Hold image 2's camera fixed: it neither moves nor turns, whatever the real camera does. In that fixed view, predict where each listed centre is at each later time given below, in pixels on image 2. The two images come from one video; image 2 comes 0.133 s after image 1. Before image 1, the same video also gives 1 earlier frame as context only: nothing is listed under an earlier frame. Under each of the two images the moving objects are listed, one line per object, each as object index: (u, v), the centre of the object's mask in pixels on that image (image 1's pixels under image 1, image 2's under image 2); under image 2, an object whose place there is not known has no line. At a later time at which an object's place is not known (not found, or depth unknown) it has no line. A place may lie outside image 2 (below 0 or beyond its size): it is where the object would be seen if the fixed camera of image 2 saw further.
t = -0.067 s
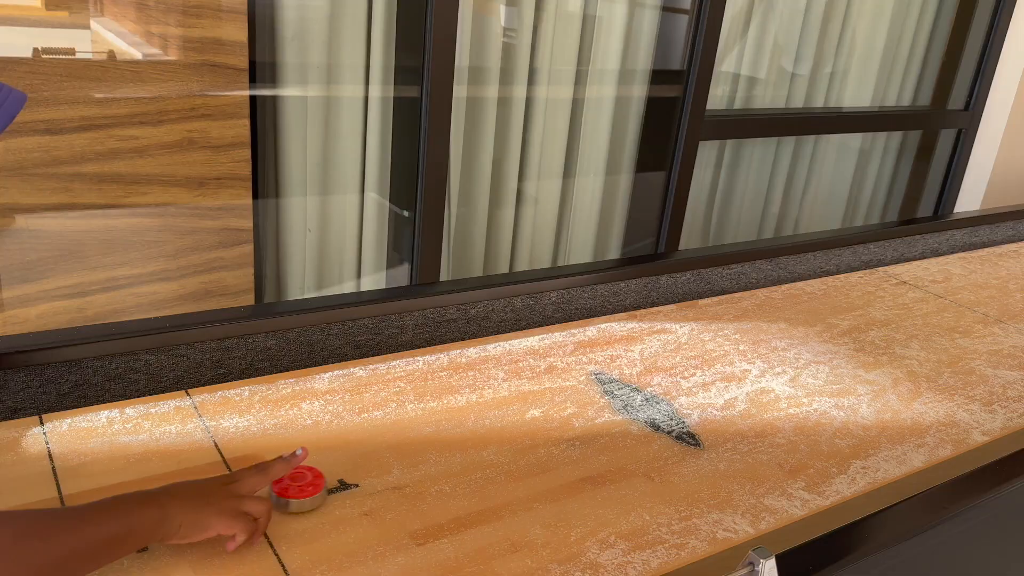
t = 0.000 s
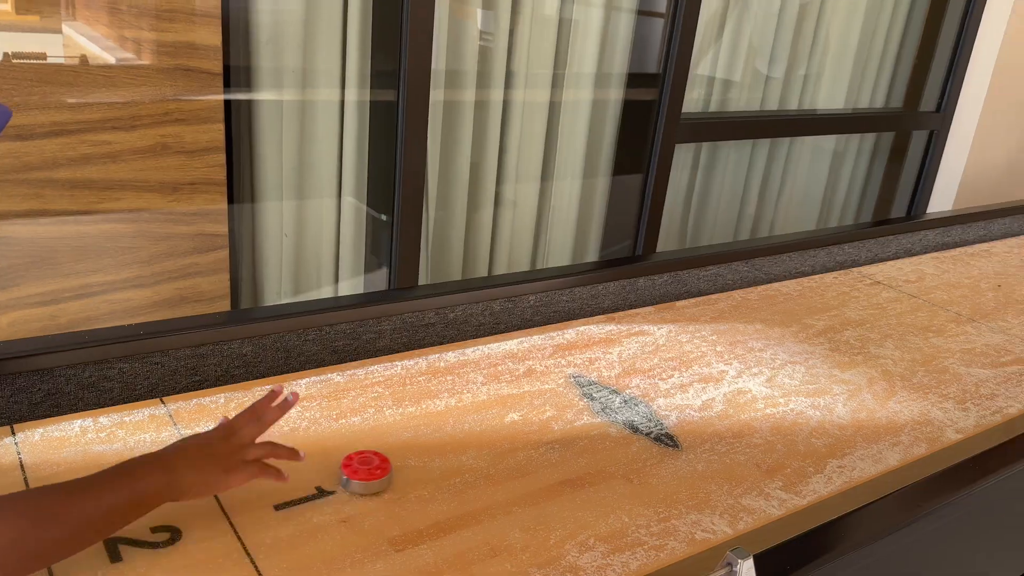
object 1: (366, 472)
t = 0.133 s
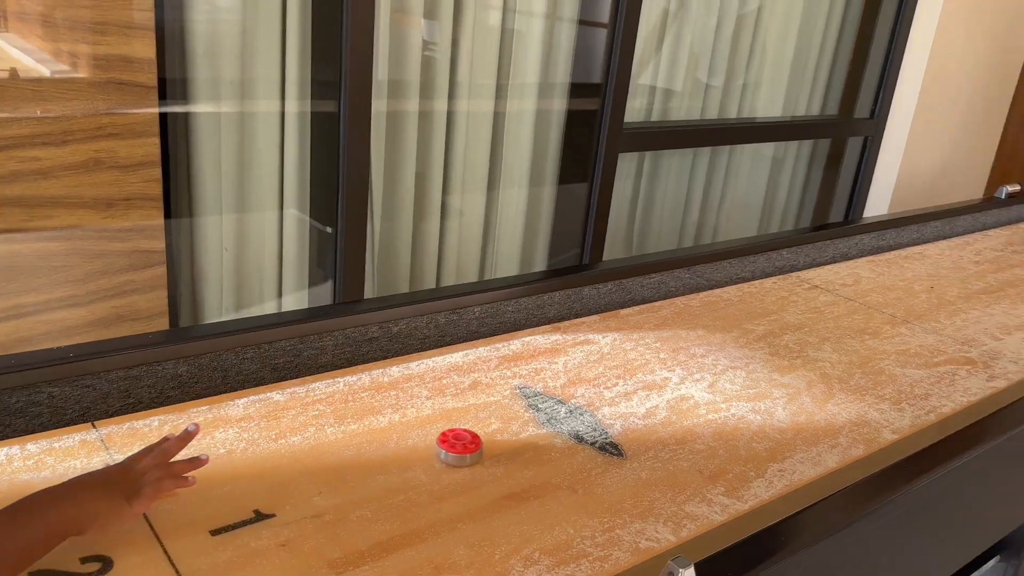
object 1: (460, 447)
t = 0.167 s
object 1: (492, 438)
